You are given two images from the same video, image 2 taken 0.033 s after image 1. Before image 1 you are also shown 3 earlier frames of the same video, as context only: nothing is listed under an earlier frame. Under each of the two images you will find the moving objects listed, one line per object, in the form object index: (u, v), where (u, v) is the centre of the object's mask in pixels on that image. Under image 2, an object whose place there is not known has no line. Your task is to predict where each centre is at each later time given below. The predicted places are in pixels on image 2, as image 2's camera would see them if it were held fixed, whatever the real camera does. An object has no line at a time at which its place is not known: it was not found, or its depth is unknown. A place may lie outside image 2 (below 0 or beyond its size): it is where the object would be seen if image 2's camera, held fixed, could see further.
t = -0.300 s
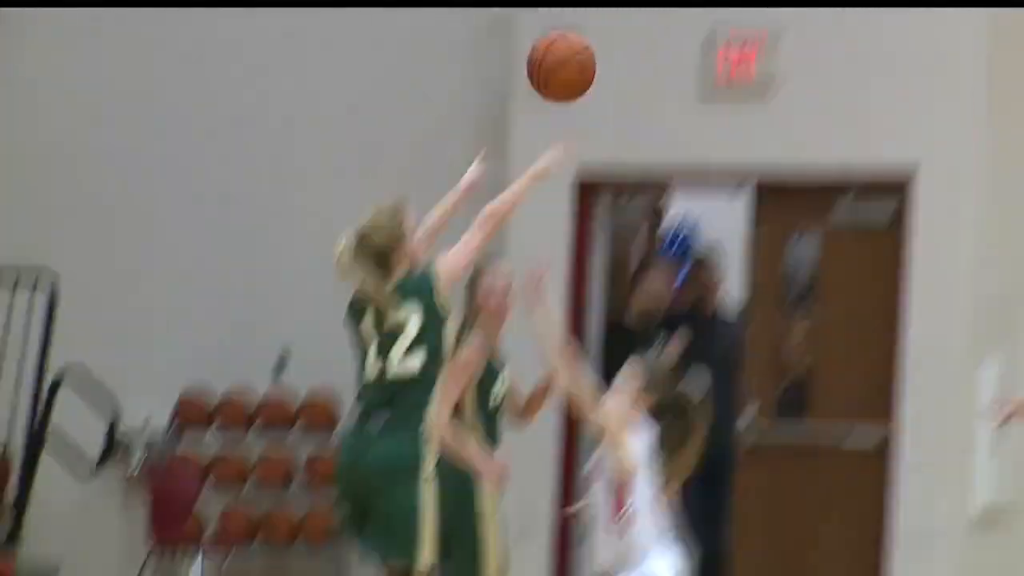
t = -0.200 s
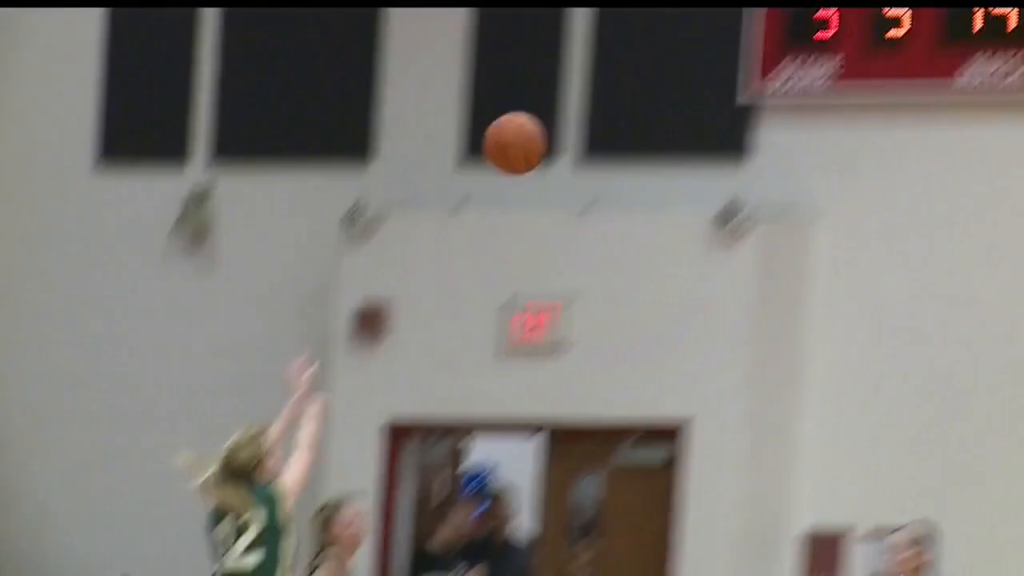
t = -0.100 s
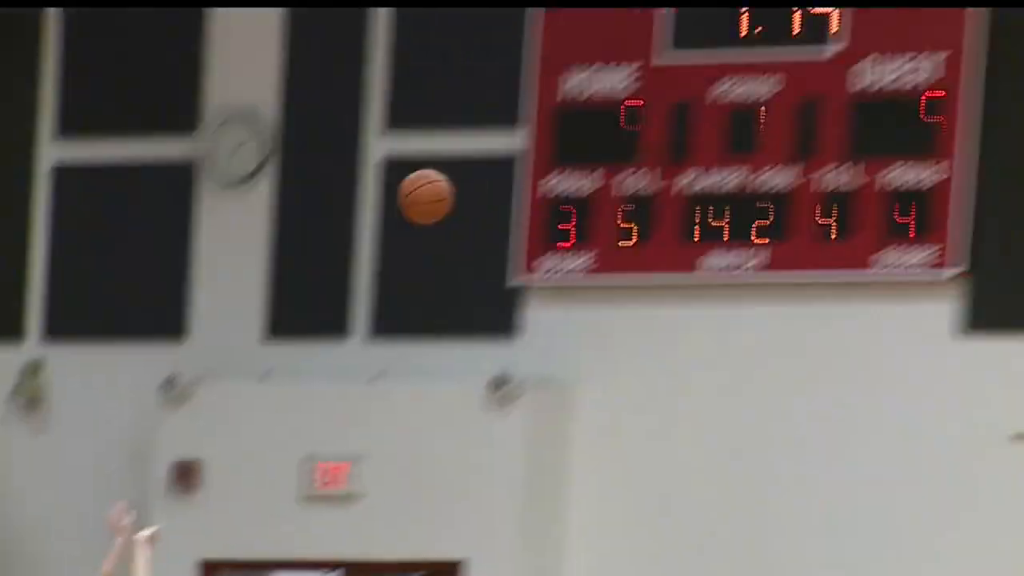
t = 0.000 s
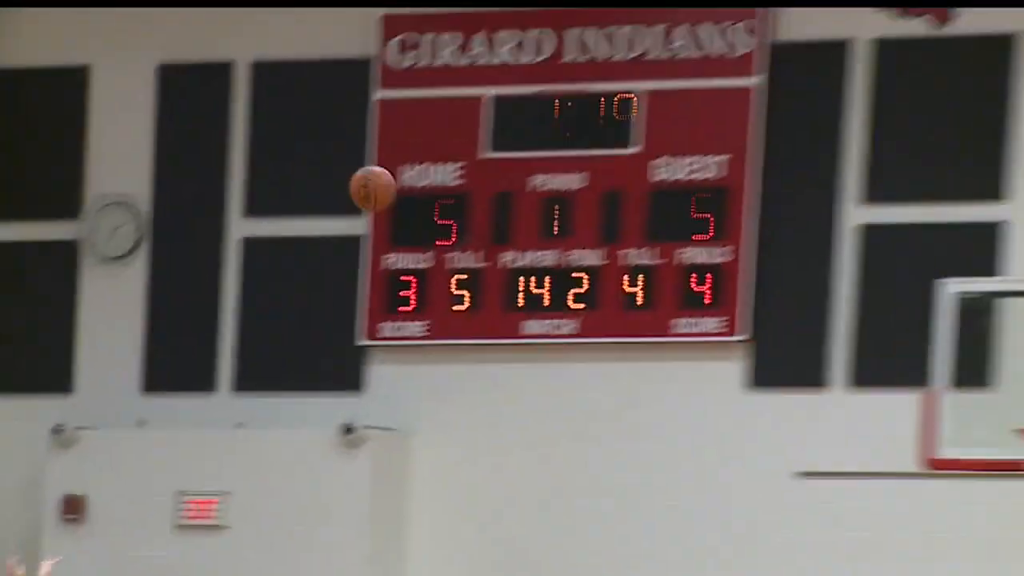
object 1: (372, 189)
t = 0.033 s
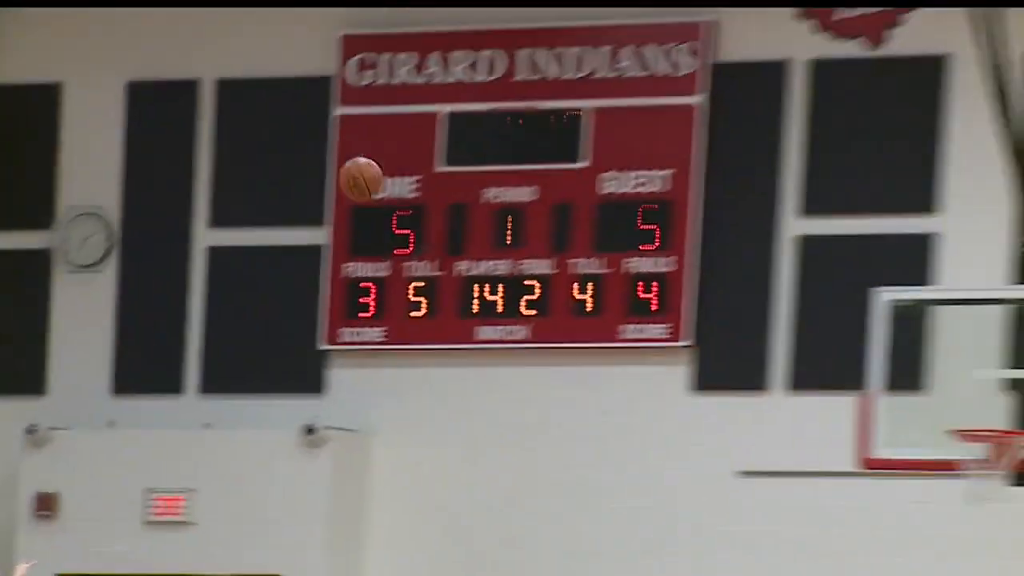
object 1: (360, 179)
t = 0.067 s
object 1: (387, 160)
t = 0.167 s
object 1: (466, 118)
